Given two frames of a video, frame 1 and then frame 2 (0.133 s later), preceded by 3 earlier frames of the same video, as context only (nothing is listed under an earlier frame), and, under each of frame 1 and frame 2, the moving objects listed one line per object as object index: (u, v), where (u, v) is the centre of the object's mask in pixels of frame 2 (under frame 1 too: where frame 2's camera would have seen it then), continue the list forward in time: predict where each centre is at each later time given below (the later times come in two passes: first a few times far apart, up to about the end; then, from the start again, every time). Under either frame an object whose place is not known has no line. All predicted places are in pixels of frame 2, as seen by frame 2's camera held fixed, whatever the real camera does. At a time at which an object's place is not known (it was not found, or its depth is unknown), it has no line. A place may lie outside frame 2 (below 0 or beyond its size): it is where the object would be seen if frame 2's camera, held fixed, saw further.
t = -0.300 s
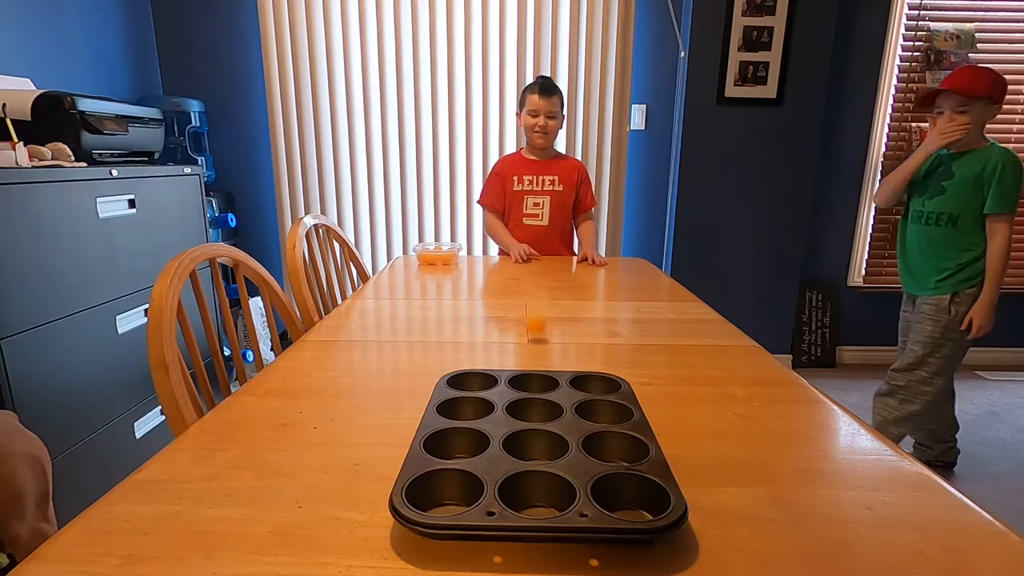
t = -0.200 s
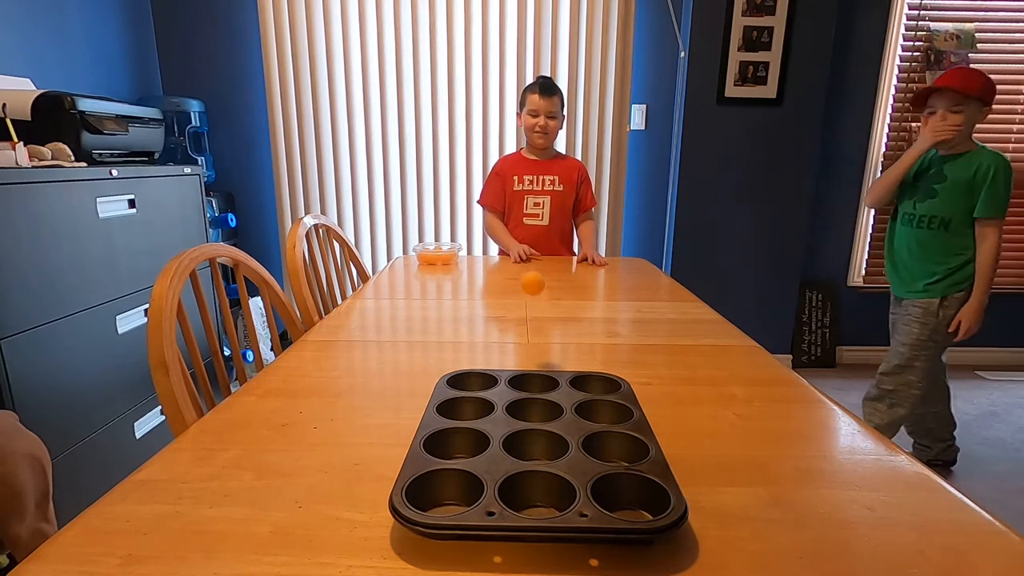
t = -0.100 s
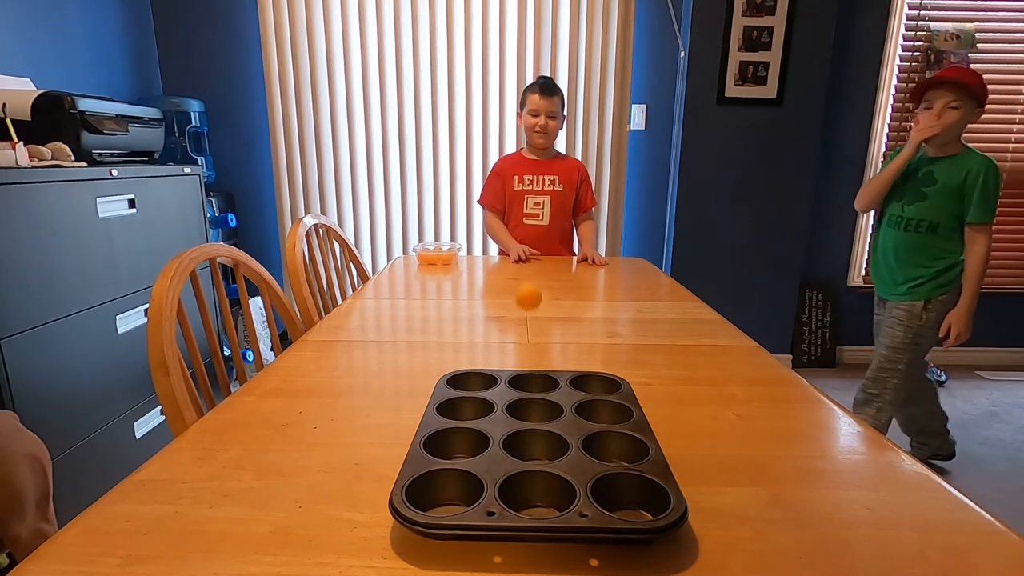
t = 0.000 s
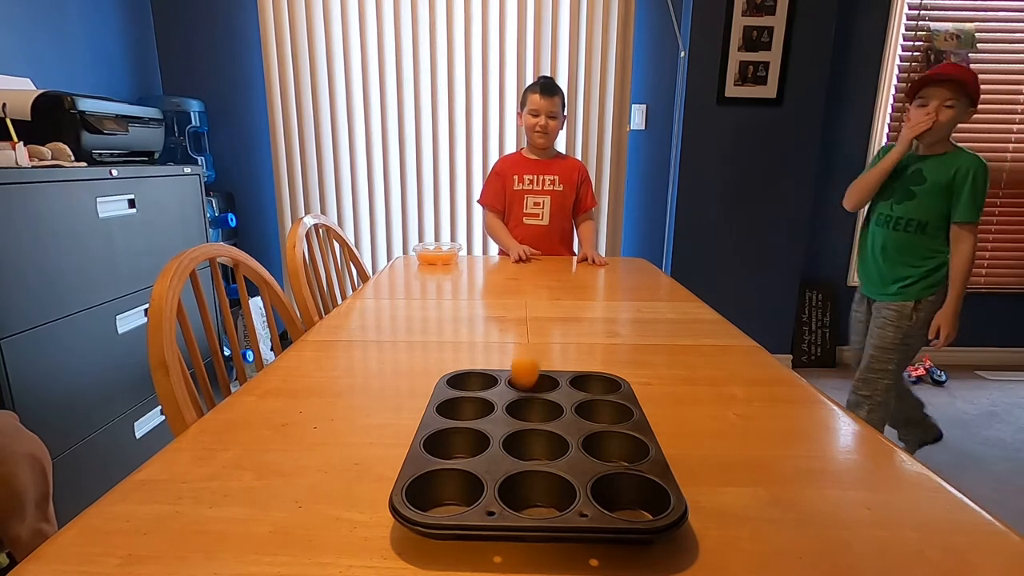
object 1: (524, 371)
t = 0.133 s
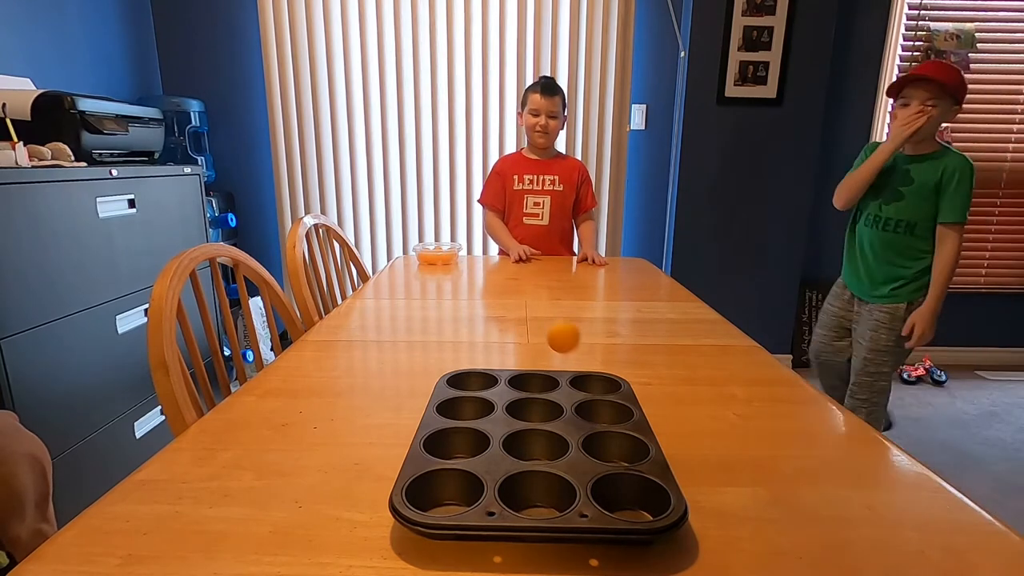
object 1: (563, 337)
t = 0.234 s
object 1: (593, 400)
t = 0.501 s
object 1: (662, 432)
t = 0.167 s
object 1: (573, 349)
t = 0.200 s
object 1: (584, 373)
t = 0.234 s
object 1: (593, 400)
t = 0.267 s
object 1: (603, 394)
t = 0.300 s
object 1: (613, 388)
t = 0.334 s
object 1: (623, 390)
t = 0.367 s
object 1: (633, 402)
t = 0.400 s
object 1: (642, 423)
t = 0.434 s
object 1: (651, 431)
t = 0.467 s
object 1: (657, 426)
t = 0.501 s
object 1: (662, 432)
